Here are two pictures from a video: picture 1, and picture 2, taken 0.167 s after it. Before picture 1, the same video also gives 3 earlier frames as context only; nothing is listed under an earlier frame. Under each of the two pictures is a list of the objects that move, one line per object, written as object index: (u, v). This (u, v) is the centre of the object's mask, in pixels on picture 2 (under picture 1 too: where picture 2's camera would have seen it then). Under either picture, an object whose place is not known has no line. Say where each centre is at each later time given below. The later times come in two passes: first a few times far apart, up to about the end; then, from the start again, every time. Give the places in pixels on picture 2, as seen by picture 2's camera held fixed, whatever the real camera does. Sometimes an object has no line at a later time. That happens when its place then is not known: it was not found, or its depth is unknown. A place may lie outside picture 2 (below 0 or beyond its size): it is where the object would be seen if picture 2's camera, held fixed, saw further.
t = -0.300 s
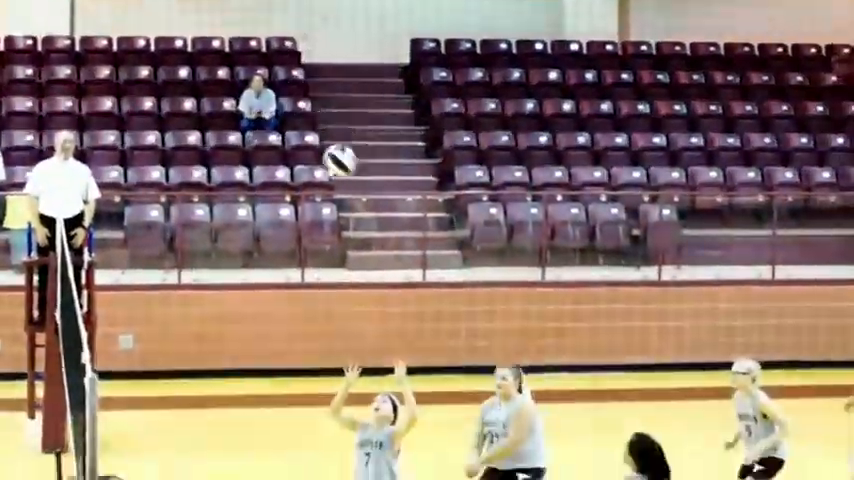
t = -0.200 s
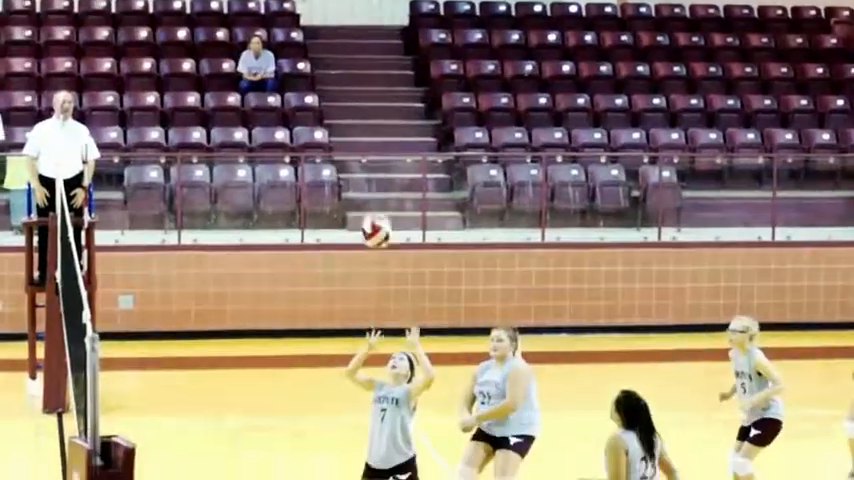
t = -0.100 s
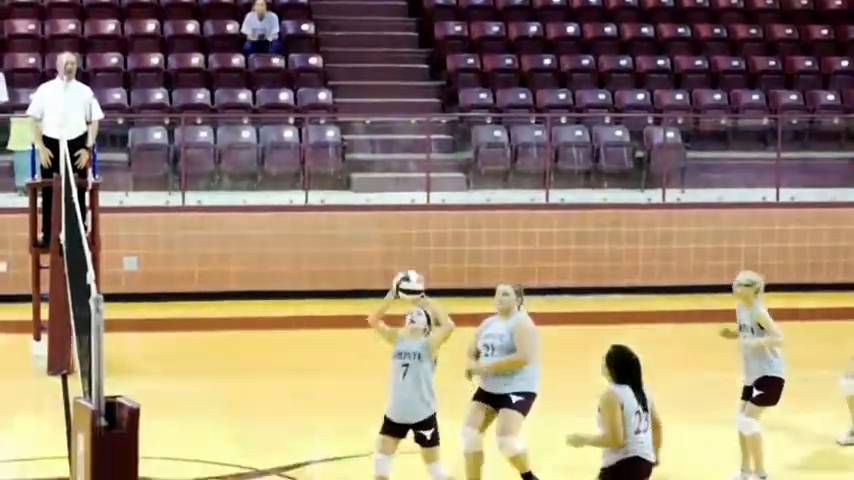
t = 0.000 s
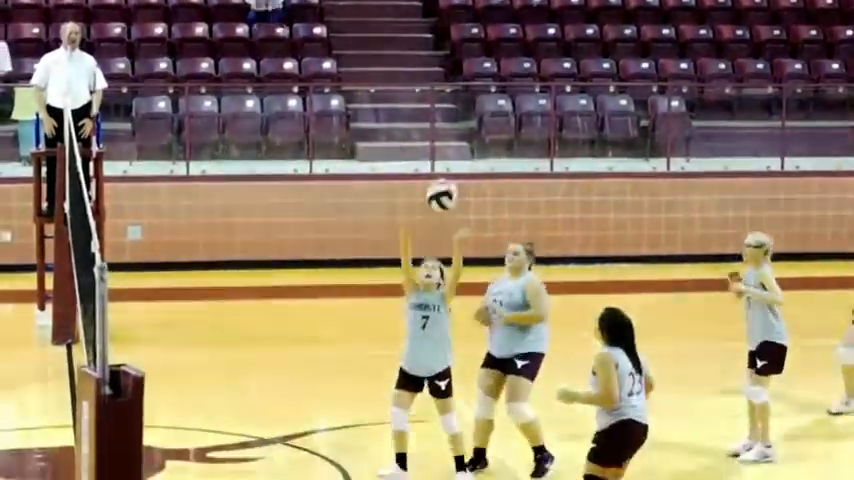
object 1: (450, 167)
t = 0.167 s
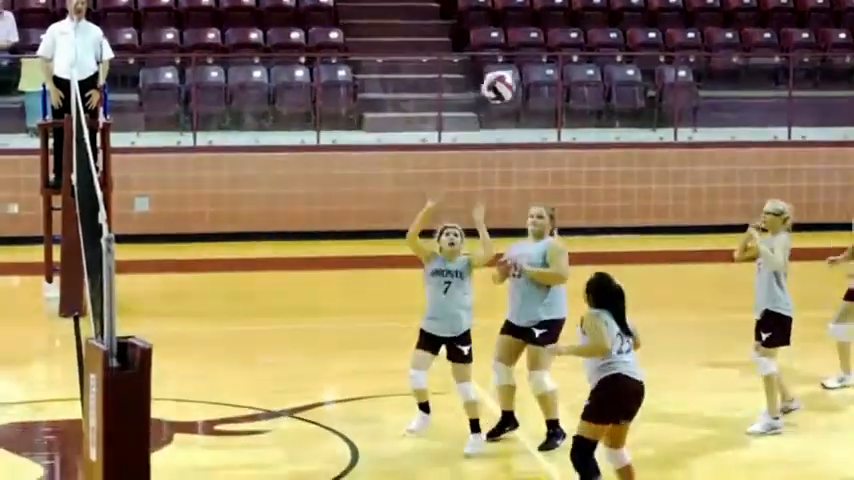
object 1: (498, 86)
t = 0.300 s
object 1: (537, 51)
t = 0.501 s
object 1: (600, 46)
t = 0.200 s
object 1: (507, 75)
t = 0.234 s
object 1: (518, 65)
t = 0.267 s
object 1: (528, 57)
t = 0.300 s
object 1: (537, 51)
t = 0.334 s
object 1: (548, 46)
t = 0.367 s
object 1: (558, 43)
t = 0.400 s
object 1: (569, 41)
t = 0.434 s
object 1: (579, 42)
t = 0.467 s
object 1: (589, 43)
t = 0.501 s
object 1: (600, 46)
